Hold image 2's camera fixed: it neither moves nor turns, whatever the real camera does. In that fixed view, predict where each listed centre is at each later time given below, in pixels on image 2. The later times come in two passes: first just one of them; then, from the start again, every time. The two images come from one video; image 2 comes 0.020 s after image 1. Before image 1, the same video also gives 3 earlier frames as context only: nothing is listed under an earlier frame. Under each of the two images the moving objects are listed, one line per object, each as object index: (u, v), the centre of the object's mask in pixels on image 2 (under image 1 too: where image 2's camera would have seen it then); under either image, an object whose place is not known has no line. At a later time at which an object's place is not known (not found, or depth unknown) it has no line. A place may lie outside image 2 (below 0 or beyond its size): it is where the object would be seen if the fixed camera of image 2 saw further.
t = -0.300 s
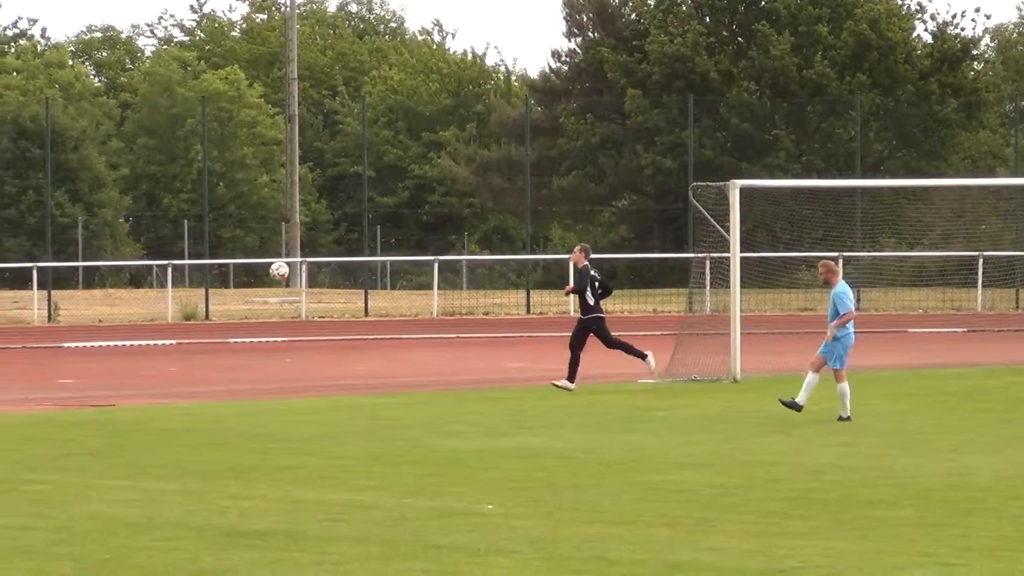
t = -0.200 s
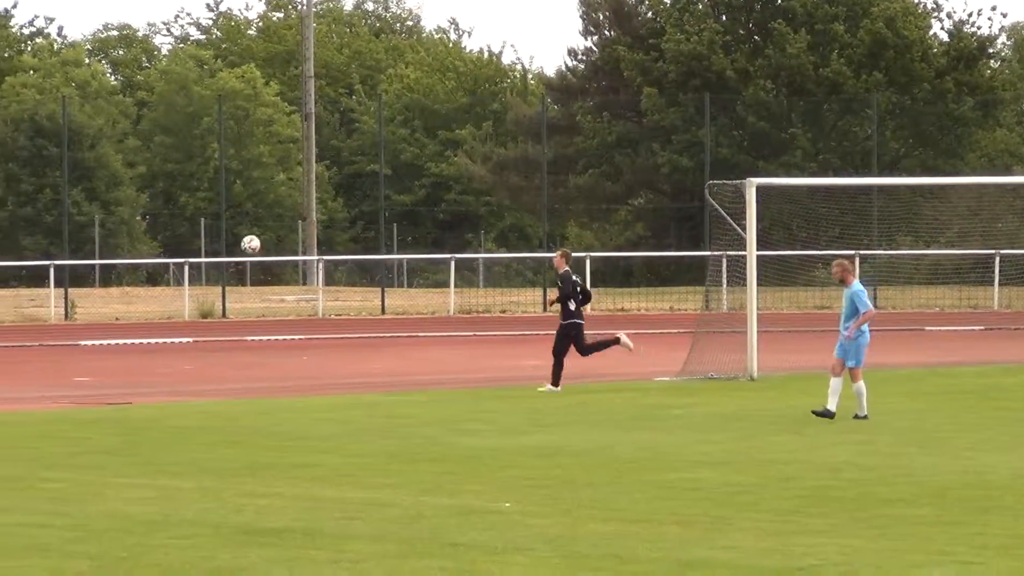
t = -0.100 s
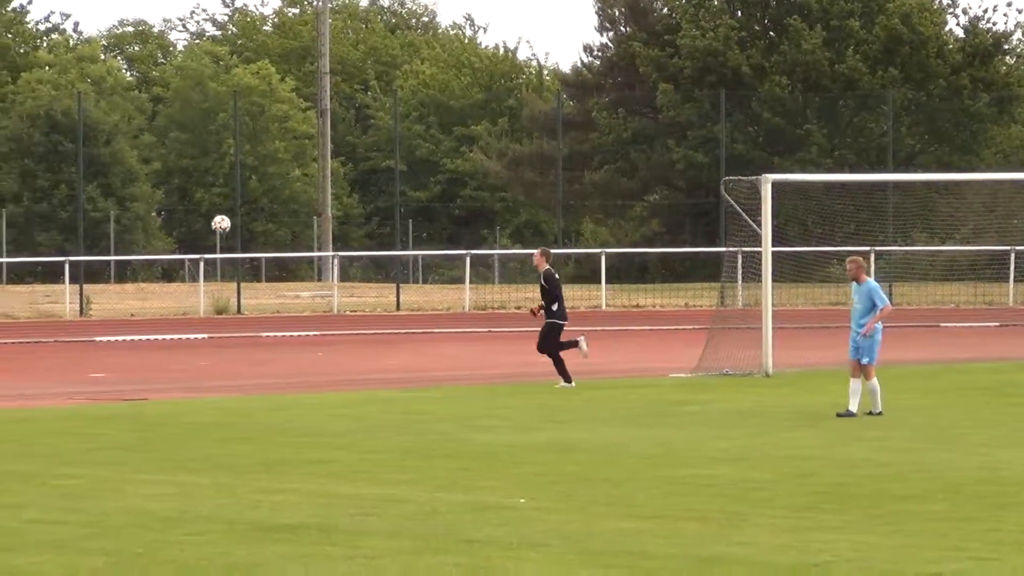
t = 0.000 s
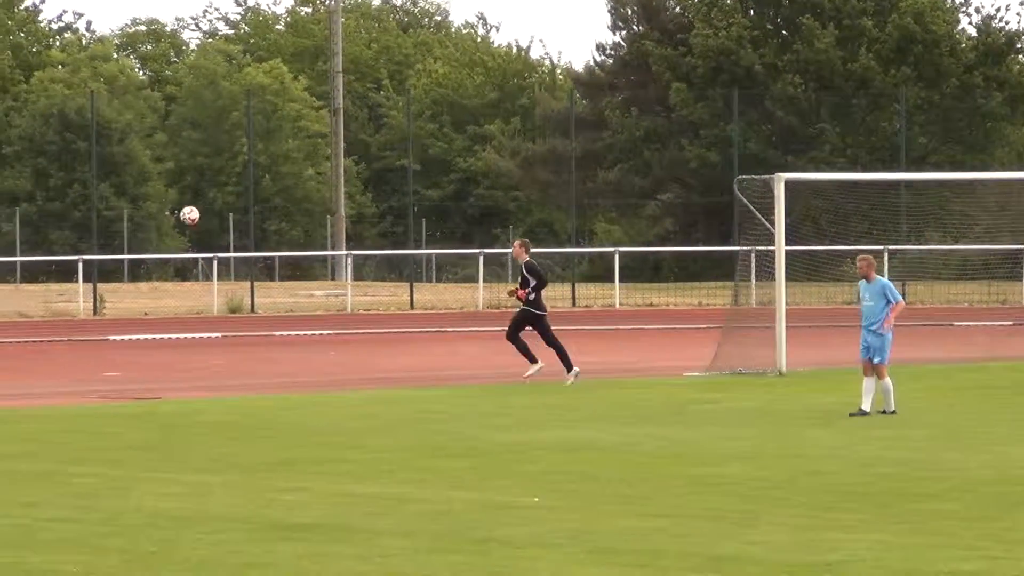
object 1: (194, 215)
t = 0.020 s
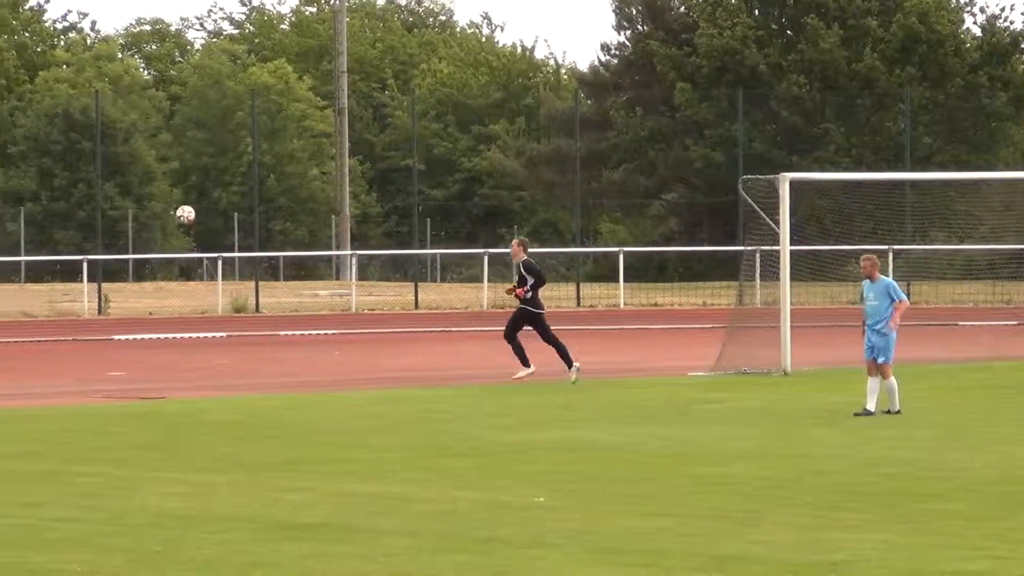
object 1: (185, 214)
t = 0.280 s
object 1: (65, 234)
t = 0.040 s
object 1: (176, 213)
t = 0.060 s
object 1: (167, 213)
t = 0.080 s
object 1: (158, 214)
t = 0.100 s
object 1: (149, 214)
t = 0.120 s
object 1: (139, 215)
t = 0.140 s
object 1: (130, 216)
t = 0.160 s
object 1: (121, 218)
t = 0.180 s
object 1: (111, 220)
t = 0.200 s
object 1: (102, 222)
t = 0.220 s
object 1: (92, 225)
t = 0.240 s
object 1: (83, 227)
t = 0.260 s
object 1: (74, 231)
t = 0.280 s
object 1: (65, 234)
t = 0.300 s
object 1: (55, 238)
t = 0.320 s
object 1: (46, 242)
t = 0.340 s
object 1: (36, 247)
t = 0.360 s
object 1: (27, 251)
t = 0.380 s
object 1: (18, 257)
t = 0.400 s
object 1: (9, 262)
